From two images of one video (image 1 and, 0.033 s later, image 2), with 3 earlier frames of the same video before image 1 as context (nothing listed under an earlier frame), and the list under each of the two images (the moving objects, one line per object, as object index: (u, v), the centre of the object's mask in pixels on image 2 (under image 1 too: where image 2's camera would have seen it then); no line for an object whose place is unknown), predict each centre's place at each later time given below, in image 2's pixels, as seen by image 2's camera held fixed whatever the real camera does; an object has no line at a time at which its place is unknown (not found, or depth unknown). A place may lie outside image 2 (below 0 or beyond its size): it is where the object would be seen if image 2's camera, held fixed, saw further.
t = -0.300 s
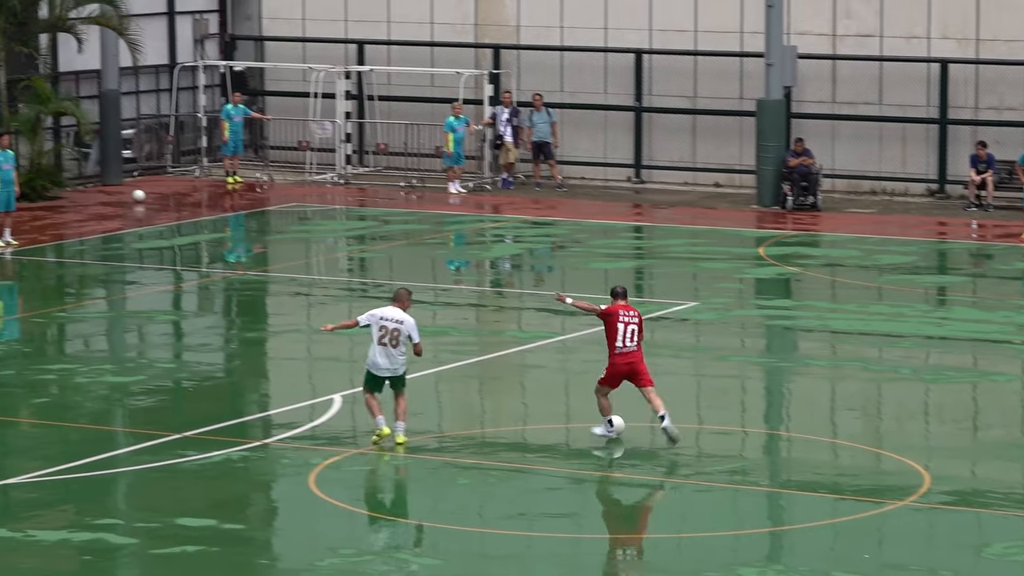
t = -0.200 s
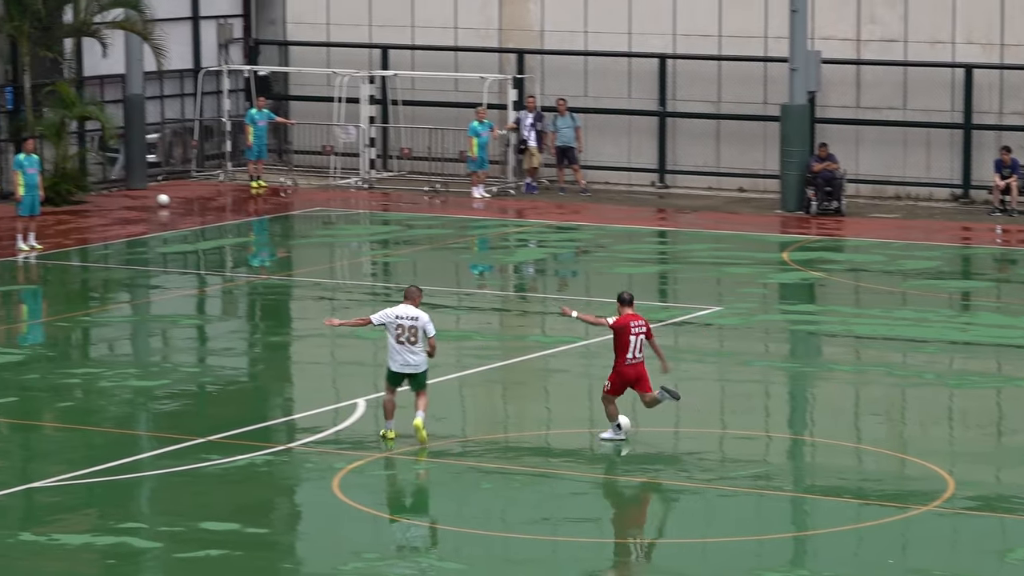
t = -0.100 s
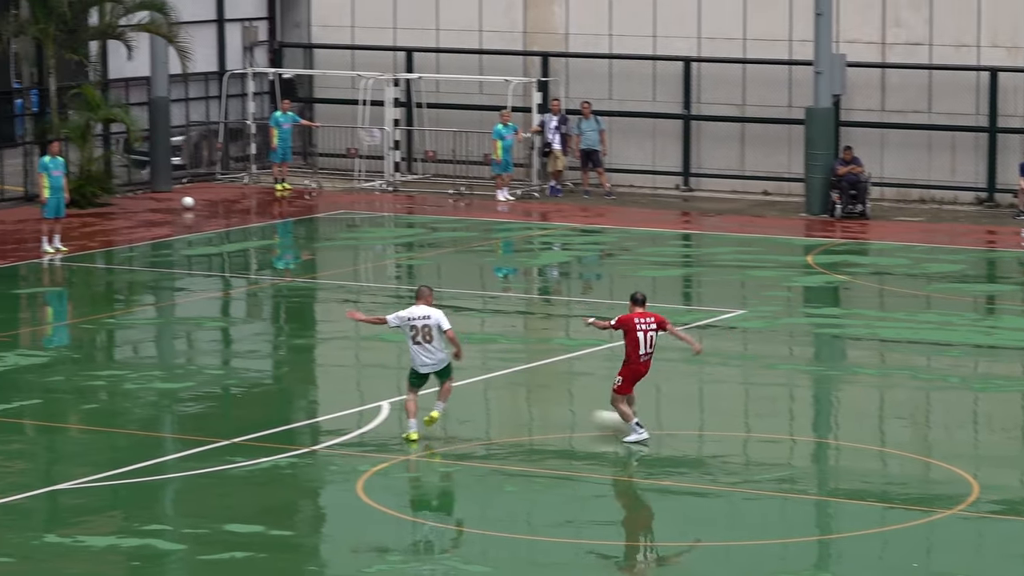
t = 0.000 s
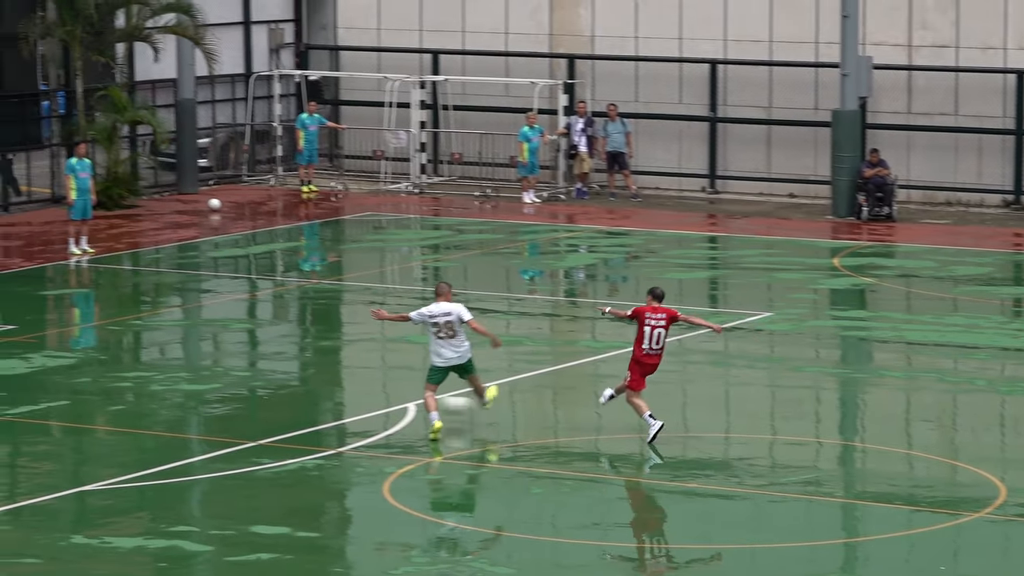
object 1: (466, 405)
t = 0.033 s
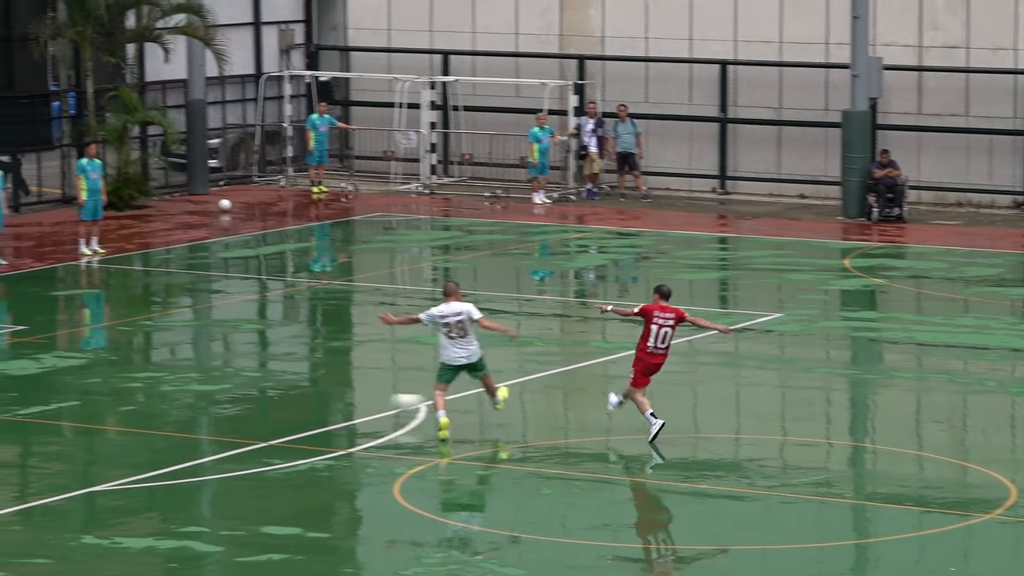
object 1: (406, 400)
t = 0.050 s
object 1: (379, 400)
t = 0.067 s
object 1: (350, 400)
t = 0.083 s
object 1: (322, 400)
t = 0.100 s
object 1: (295, 400)
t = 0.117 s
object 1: (268, 398)
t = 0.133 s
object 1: (241, 395)
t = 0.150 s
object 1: (220, 396)
